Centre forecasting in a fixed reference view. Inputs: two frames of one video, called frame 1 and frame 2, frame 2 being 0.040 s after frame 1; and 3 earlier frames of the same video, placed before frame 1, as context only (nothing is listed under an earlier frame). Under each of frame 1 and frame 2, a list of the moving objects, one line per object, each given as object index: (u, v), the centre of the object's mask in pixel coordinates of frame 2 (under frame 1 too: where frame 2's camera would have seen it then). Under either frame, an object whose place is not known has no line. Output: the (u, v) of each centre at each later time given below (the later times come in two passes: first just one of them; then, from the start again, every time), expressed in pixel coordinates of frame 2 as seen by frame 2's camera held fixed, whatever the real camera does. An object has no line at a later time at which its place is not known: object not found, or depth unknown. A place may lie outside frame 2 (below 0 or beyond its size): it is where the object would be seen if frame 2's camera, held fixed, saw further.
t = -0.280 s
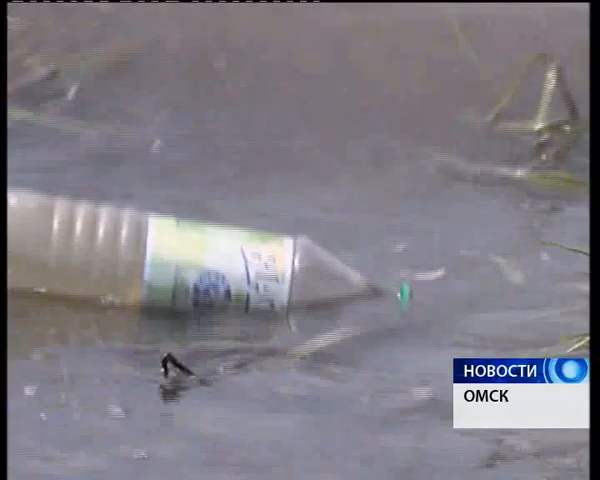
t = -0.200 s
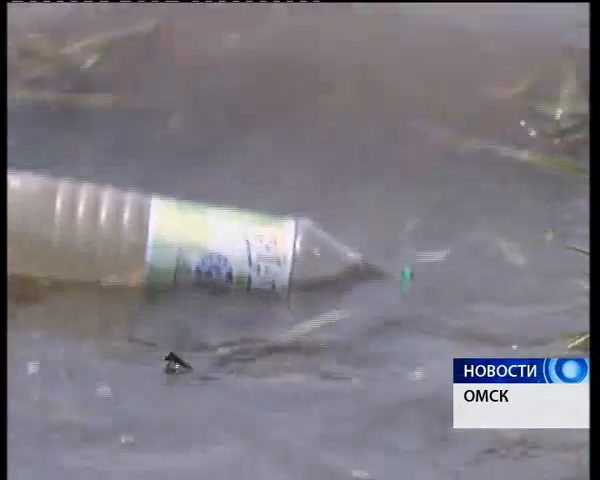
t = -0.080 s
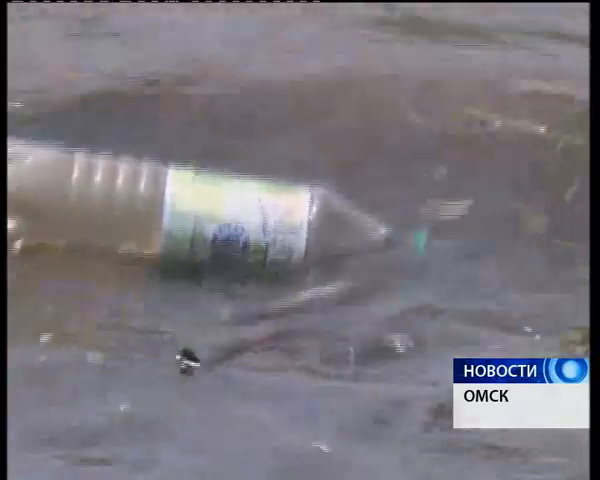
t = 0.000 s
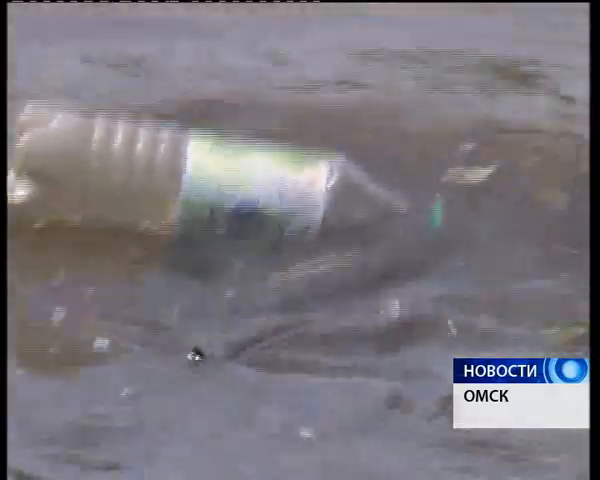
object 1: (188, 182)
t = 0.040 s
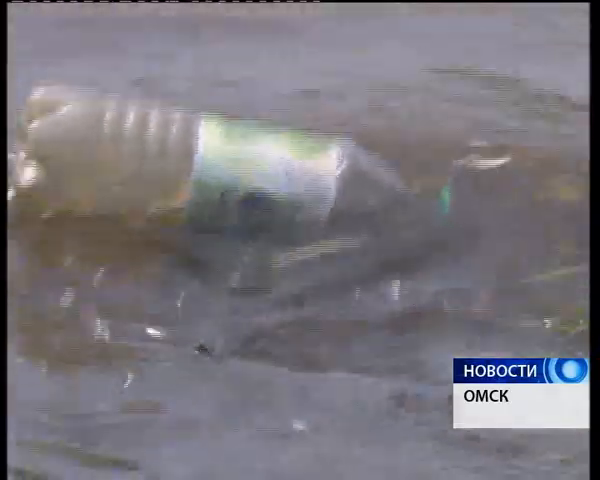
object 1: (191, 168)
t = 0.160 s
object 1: (224, 160)
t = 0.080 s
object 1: (189, 160)
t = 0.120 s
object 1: (201, 152)
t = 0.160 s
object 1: (224, 160)
